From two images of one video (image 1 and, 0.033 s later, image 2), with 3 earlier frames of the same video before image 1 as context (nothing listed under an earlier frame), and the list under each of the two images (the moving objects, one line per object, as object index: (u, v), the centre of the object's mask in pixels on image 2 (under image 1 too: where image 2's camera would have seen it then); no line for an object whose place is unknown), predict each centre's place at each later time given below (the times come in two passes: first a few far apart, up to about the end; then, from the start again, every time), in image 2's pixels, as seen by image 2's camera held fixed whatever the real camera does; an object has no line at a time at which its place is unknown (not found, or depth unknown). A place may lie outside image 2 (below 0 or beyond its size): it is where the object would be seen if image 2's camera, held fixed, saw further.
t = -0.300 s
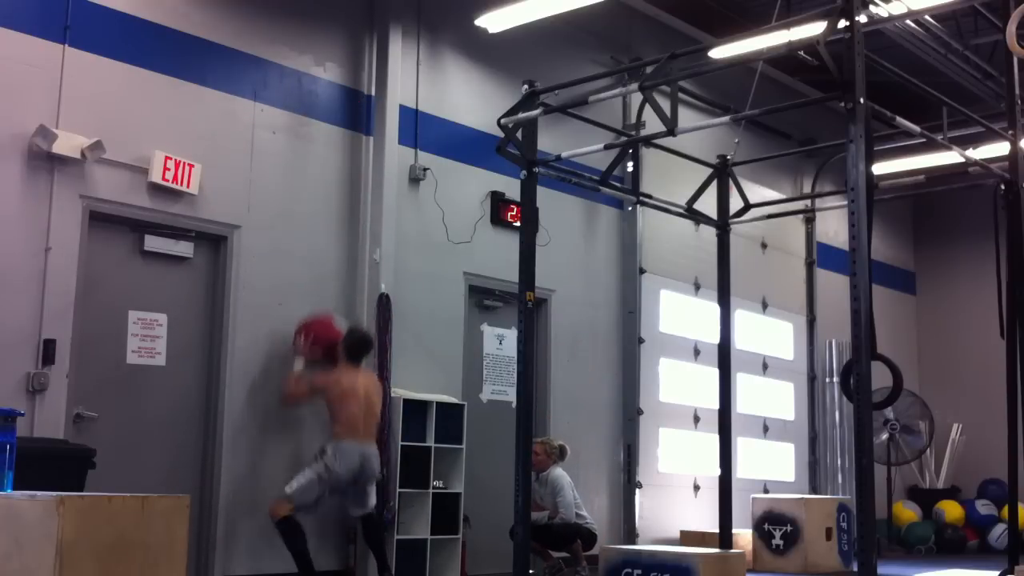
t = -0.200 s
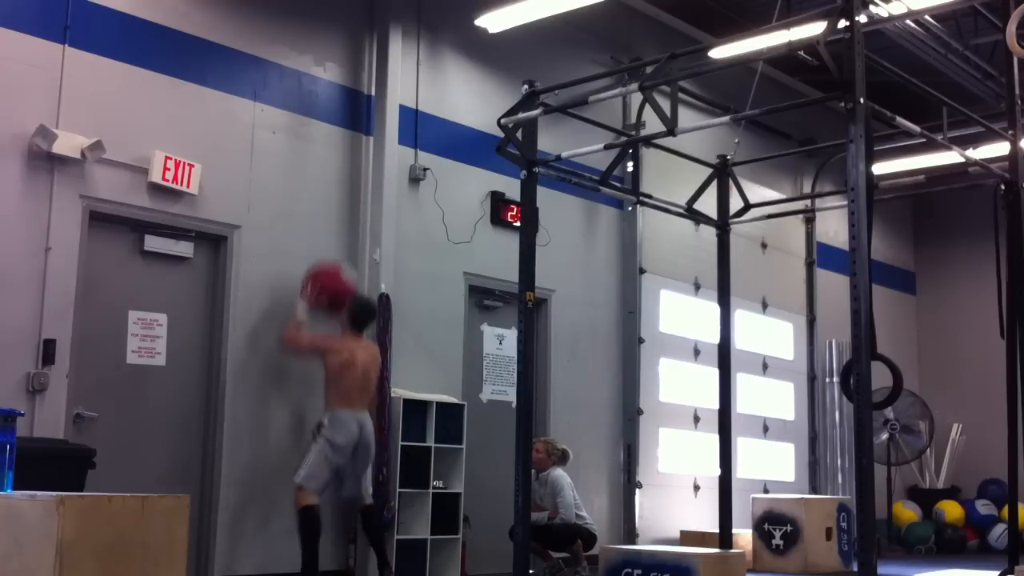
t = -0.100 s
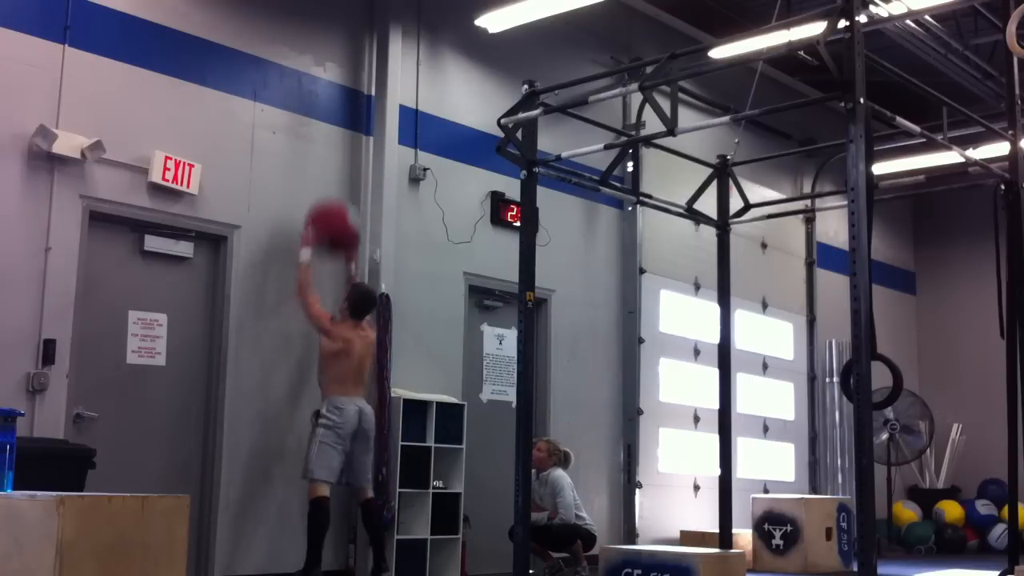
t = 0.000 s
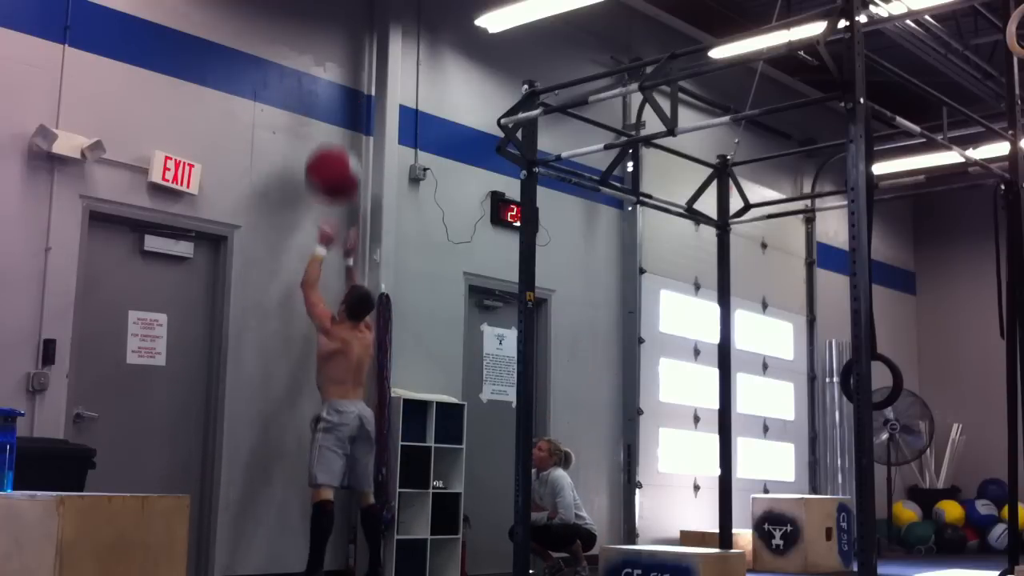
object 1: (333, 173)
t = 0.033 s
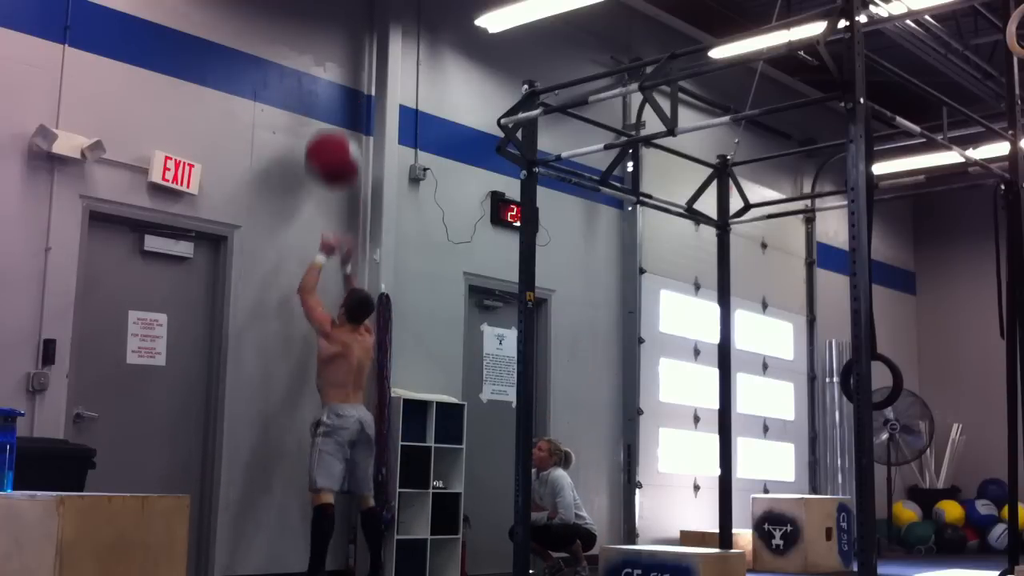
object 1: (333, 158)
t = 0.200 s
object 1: (332, 108)
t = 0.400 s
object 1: (327, 100)
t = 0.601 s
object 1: (329, 138)
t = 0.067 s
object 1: (333, 145)
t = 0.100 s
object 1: (333, 133)
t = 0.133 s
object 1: (332, 123)
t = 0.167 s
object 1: (332, 115)
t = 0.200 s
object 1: (332, 108)
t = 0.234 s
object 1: (331, 103)
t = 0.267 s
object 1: (330, 100)
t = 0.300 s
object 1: (329, 97)
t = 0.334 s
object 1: (328, 97)
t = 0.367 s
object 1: (328, 98)
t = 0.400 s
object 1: (327, 100)
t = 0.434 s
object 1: (326, 103)
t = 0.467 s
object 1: (326, 107)
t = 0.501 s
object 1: (327, 112)
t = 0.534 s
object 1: (327, 119)
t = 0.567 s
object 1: (328, 128)
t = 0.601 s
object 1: (329, 138)
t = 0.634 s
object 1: (329, 150)
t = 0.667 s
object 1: (329, 163)
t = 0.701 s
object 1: (329, 178)
